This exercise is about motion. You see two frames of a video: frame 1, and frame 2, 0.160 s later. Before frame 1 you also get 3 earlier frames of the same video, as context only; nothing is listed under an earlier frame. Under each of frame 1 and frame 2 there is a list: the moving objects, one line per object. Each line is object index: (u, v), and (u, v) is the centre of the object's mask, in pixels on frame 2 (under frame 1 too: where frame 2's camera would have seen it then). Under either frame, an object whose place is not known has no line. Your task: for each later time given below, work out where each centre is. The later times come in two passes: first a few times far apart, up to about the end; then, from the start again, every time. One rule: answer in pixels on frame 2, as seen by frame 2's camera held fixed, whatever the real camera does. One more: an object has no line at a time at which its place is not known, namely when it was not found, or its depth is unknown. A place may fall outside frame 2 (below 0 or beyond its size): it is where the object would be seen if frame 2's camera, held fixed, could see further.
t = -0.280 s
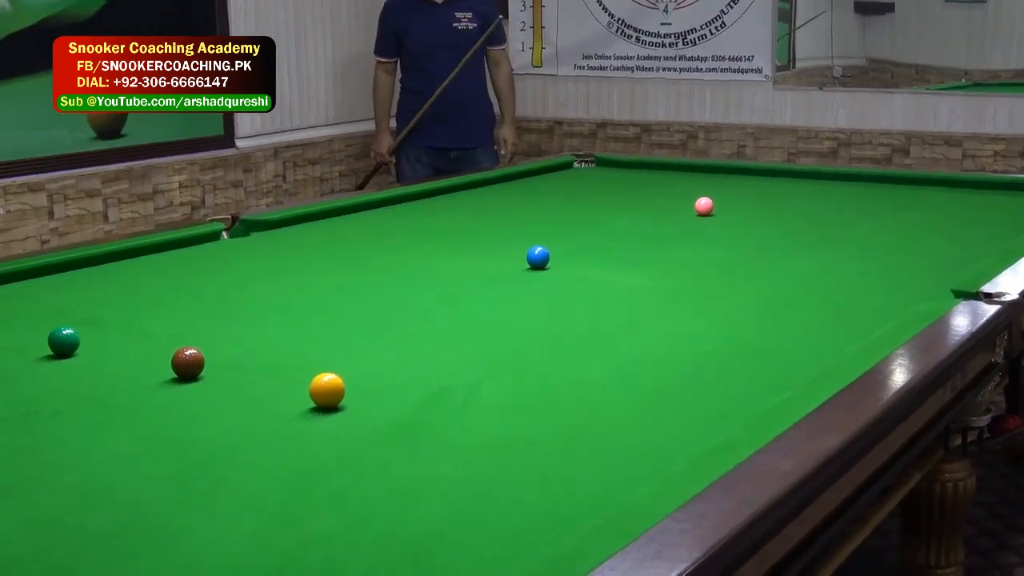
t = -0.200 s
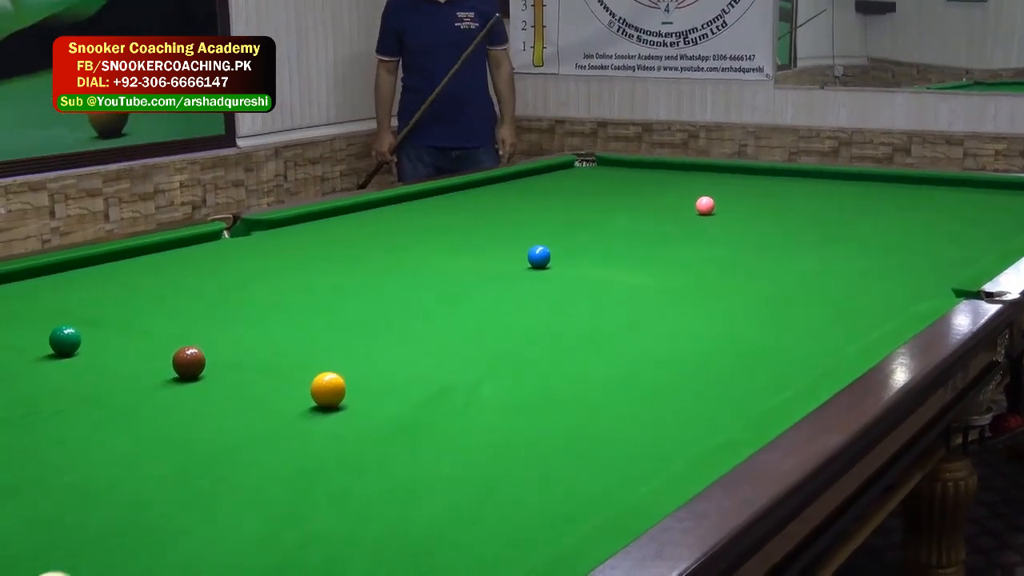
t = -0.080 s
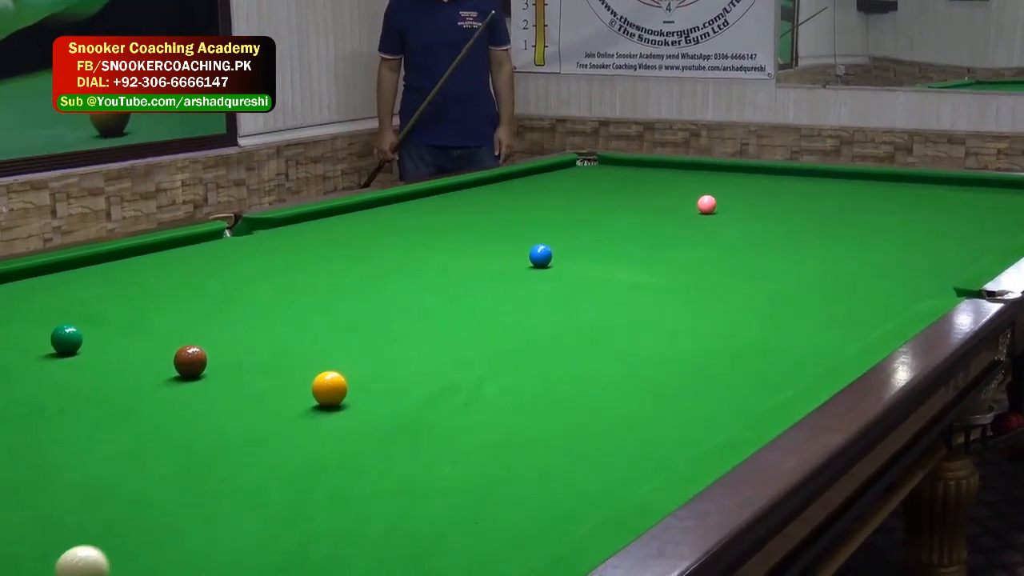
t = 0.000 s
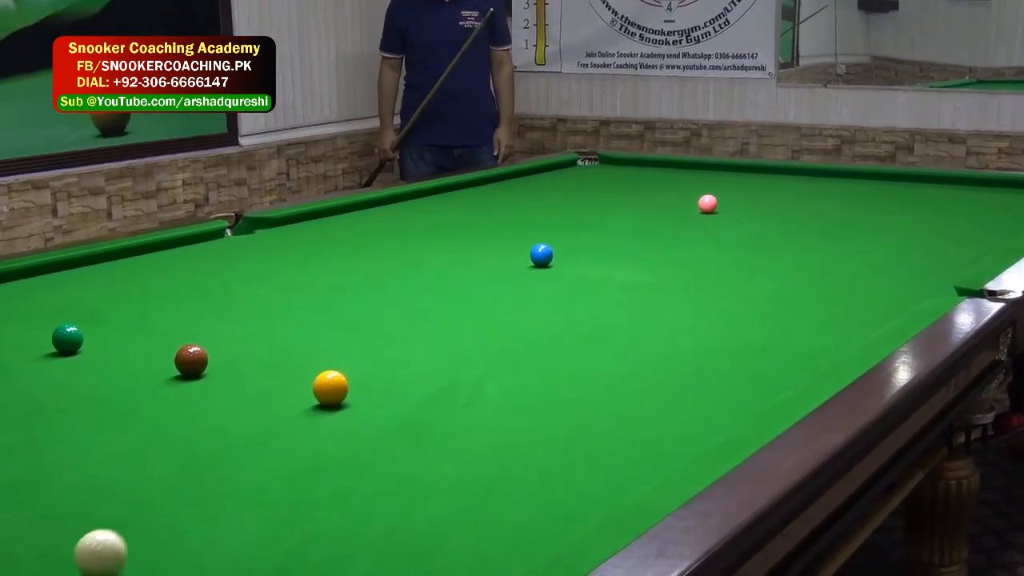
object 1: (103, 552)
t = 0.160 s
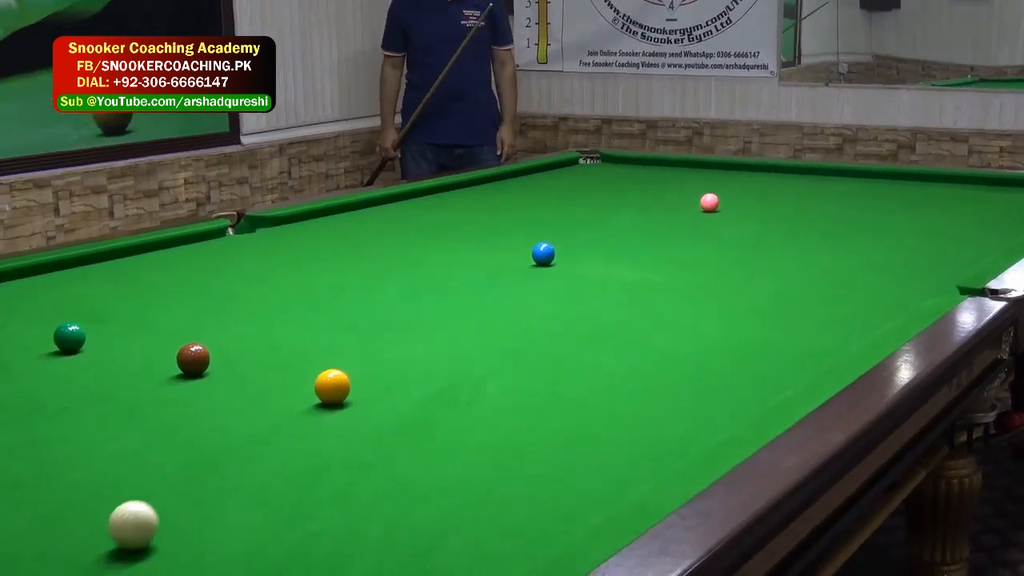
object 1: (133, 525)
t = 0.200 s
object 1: (140, 518)
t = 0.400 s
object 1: (173, 489)
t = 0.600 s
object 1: (201, 464)
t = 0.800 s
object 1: (225, 442)
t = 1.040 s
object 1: (249, 421)
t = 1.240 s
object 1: (266, 406)
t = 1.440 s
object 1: (282, 393)
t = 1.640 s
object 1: (296, 381)
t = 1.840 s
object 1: (307, 370)
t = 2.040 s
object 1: (318, 360)
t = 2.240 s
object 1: (327, 354)
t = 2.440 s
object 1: (333, 348)
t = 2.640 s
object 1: (337, 342)
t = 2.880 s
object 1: (342, 337)
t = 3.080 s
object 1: (345, 332)
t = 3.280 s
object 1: (347, 329)
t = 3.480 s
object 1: (349, 327)
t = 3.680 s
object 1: (351, 325)
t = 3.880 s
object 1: (351, 324)
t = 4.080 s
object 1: (351, 323)
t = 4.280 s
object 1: (351, 323)
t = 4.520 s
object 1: (351, 323)
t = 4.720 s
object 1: (351, 323)
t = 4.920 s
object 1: (351, 322)
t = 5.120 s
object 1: (351, 322)
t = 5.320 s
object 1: (351, 323)
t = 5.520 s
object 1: (351, 323)
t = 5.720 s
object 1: (351, 323)
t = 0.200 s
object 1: (140, 518)
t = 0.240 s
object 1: (147, 512)
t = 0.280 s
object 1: (154, 506)
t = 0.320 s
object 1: (161, 499)
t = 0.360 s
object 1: (166, 494)
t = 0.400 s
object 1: (173, 489)
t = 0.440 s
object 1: (178, 484)
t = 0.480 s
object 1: (185, 478)
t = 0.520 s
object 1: (190, 474)
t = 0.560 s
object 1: (195, 469)
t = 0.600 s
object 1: (201, 464)
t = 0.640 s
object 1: (206, 459)
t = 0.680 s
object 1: (211, 455)
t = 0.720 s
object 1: (216, 451)
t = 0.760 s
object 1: (220, 447)
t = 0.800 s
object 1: (225, 442)
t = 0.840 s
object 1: (229, 439)
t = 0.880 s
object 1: (233, 435)
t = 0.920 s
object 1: (237, 432)
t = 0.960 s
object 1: (241, 428)
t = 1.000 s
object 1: (244, 425)
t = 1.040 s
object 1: (249, 421)
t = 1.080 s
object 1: (252, 418)
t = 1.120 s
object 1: (256, 415)
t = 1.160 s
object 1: (259, 412)
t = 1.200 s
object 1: (263, 409)
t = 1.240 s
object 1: (266, 406)
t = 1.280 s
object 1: (270, 403)
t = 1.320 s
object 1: (273, 400)
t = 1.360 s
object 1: (276, 398)
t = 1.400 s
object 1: (279, 395)
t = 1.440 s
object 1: (282, 393)
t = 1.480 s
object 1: (285, 390)
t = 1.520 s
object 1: (288, 388)
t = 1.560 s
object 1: (291, 386)
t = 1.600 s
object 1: (294, 383)
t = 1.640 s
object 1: (296, 381)
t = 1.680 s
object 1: (299, 379)
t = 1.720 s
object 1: (301, 377)
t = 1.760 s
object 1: (303, 374)
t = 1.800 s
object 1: (305, 372)
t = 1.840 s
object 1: (307, 370)
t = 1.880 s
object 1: (309, 368)
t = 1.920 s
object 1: (311, 366)
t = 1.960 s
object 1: (314, 364)
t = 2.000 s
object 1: (316, 362)
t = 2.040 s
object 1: (318, 360)
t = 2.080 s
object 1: (320, 359)
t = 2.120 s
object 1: (321, 358)
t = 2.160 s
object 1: (323, 356)
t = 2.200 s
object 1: (325, 355)
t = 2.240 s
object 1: (327, 354)
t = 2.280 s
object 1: (328, 353)
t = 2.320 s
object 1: (329, 352)
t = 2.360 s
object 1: (330, 351)
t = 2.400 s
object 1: (332, 349)
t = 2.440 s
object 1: (333, 348)
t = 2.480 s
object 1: (334, 347)
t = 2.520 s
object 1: (334, 346)
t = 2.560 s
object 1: (335, 344)
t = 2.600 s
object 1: (336, 343)
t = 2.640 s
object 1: (337, 342)
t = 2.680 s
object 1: (338, 341)
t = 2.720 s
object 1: (339, 340)
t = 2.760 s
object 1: (339, 339)
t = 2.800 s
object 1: (340, 338)
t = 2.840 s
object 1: (341, 338)
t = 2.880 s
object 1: (342, 337)
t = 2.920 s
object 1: (342, 336)
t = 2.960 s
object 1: (343, 335)
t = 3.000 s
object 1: (343, 334)
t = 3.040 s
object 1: (344, 333)
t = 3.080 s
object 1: (345, 332)
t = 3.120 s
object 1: (345, 332)
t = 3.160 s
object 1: (346, 331)
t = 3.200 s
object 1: (346, 331)
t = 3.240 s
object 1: (347, 330)
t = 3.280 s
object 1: (347, 329)
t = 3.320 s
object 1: (348, 329)
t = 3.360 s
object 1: (348, 328)
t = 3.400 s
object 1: (349, 328)
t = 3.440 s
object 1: (349, 327)
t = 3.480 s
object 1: (349, 327)
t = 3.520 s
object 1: (349, 327)
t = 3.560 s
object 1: (350, 326)
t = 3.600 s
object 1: (350, 326)
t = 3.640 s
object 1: (350, 326)
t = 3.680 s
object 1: (351, 325)
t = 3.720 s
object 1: (351, 325)
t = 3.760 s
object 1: (351, 324)
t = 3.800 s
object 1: (351, 324)
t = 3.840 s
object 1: (351, 324)
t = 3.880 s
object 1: (351, 324)
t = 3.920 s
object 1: (351, 323)
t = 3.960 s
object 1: (351, 323)
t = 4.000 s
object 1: (351, 323)
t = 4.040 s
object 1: (351, 323)
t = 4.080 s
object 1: (351, 323)
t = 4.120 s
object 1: (351, 323)
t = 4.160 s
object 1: (351, 323)
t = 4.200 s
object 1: (351, 323)
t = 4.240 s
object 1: (351, 323)
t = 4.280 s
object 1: (351, 323)
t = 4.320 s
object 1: (350, 323)
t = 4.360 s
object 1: (351, 323)
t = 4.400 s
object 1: (351, 323)
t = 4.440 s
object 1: (350, 323)
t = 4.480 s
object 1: (351, 323)
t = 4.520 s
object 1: (351, 323)
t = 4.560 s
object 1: (351, 322)
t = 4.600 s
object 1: (351, 322)
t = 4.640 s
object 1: (351, 323)
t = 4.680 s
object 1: (351, 323)
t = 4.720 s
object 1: (351, 323)
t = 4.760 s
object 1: (351, 323)
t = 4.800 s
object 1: (351, 322)
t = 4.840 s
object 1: (351, 322)
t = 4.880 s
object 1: (351, 320)
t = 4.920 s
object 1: (351, 322)
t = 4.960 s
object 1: (351, 323)
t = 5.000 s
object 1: (351, 323)
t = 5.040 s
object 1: (351, 323)
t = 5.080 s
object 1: (351, 321)
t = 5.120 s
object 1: (351, 322)
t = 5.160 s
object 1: (351, 322)
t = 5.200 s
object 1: (351, 323)
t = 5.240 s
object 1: (351, 323)
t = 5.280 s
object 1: (351, 323)
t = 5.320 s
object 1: (351, 323)
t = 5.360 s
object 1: (351, 323)
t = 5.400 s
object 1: (351, 323)
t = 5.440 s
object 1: (351, 323)
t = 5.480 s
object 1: (351, 323)
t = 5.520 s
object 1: (351, 323)
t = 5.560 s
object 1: (351, 323)
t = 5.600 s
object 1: (351, 323)
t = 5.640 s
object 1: (351, 323)
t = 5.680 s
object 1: (351, 323)
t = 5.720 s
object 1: (351, 323)
